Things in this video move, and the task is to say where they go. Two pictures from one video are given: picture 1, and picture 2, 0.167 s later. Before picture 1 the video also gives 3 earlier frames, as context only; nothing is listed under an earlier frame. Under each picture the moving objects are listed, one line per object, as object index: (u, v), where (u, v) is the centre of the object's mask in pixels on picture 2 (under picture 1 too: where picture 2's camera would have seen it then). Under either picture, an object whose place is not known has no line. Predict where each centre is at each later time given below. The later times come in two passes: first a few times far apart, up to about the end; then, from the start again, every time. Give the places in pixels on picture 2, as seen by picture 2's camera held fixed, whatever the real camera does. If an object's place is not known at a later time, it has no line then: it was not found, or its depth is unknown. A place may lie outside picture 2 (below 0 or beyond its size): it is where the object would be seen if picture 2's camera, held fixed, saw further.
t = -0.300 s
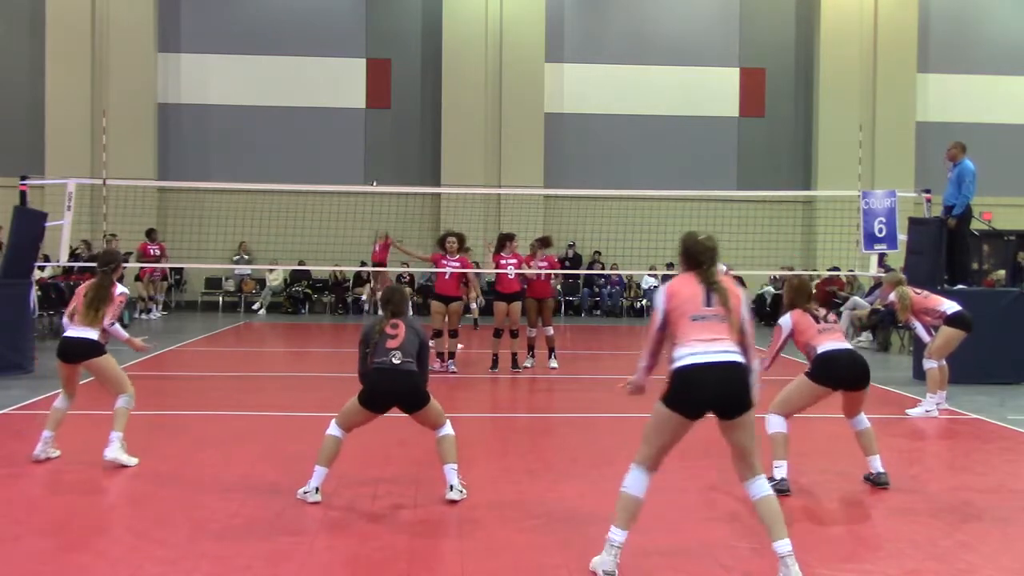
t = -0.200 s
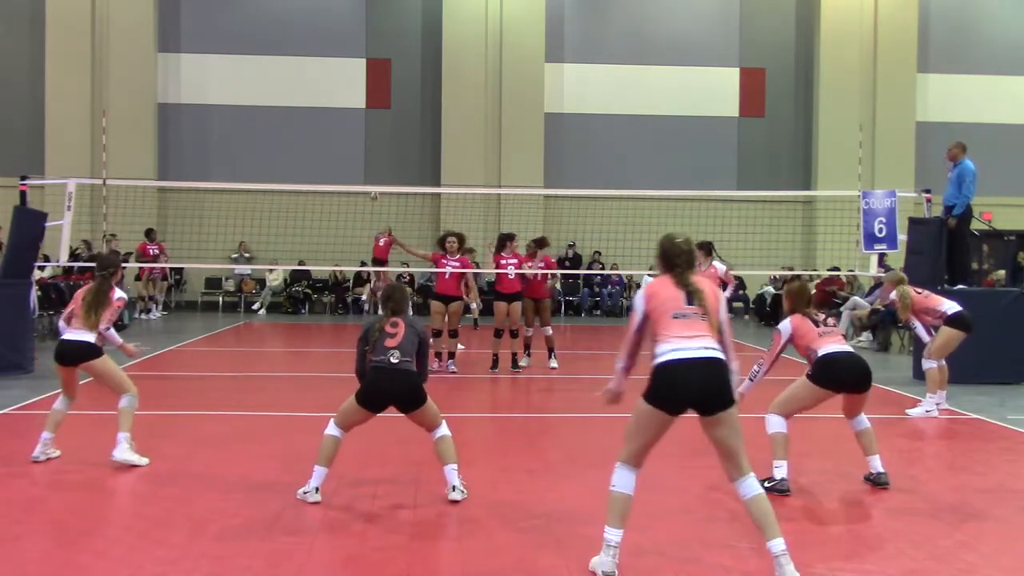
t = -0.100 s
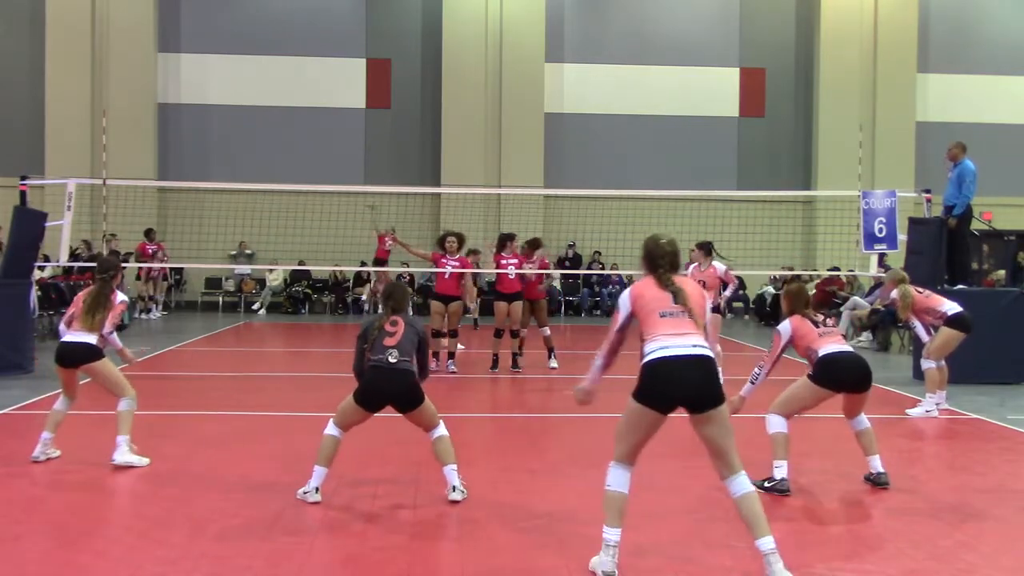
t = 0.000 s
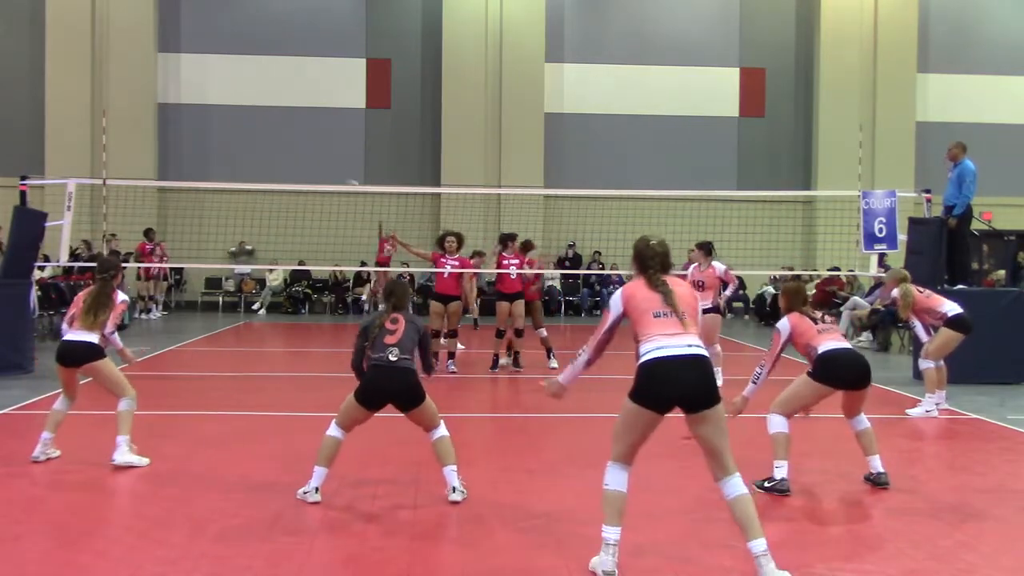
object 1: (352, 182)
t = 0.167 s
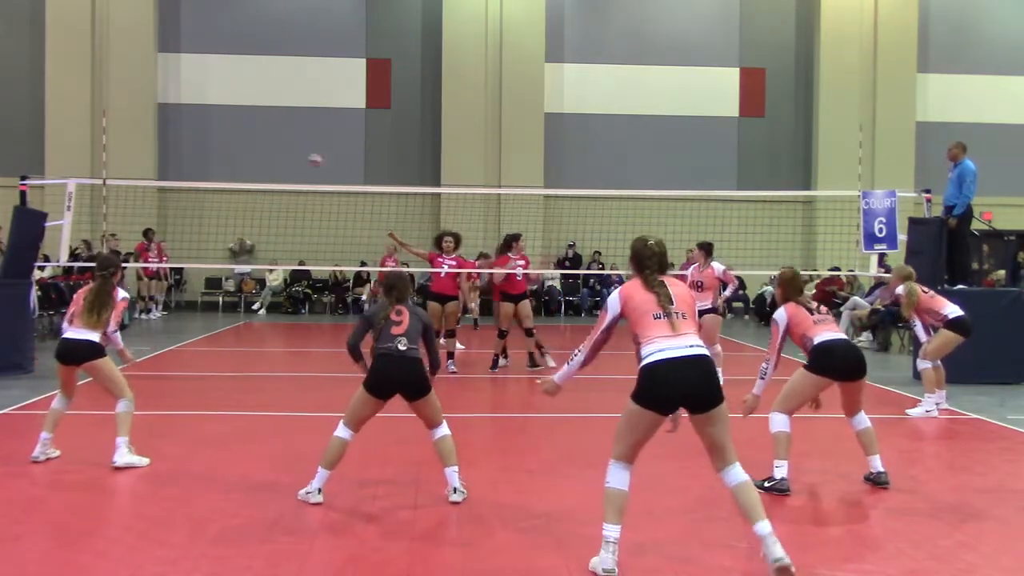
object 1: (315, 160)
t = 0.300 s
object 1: (277, 150)
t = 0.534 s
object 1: (192, 162)
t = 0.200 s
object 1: (305, 156)
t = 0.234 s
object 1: (298, 152)
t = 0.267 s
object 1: (288, 150)
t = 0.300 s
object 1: (277, 150)
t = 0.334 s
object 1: (267, 148)
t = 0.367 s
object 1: (257, 149)
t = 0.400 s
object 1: (245, 149)
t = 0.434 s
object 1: (233, 150)
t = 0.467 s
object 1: (219, 154)
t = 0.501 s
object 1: (206, 158)
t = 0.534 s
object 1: (192, 162)
